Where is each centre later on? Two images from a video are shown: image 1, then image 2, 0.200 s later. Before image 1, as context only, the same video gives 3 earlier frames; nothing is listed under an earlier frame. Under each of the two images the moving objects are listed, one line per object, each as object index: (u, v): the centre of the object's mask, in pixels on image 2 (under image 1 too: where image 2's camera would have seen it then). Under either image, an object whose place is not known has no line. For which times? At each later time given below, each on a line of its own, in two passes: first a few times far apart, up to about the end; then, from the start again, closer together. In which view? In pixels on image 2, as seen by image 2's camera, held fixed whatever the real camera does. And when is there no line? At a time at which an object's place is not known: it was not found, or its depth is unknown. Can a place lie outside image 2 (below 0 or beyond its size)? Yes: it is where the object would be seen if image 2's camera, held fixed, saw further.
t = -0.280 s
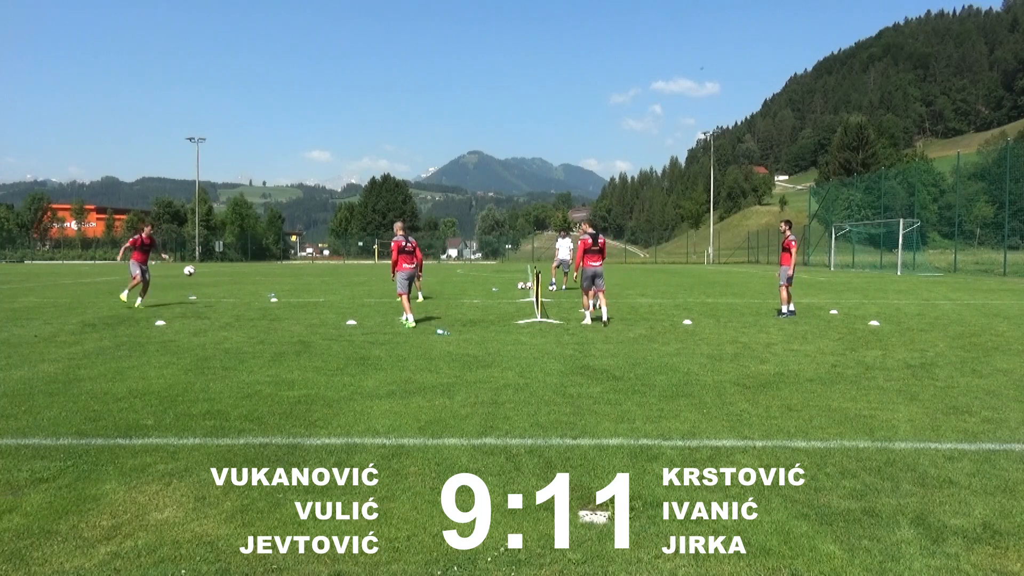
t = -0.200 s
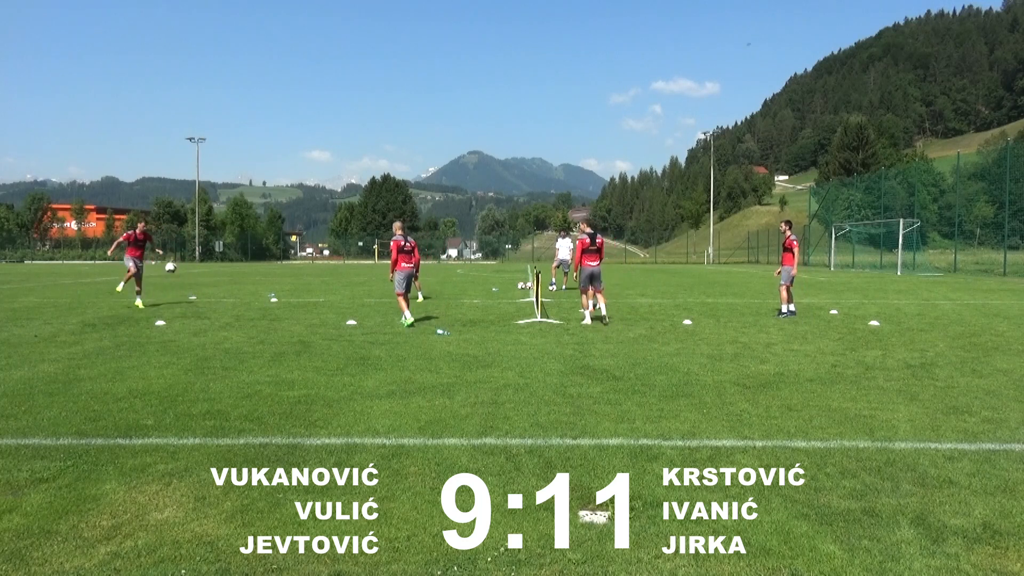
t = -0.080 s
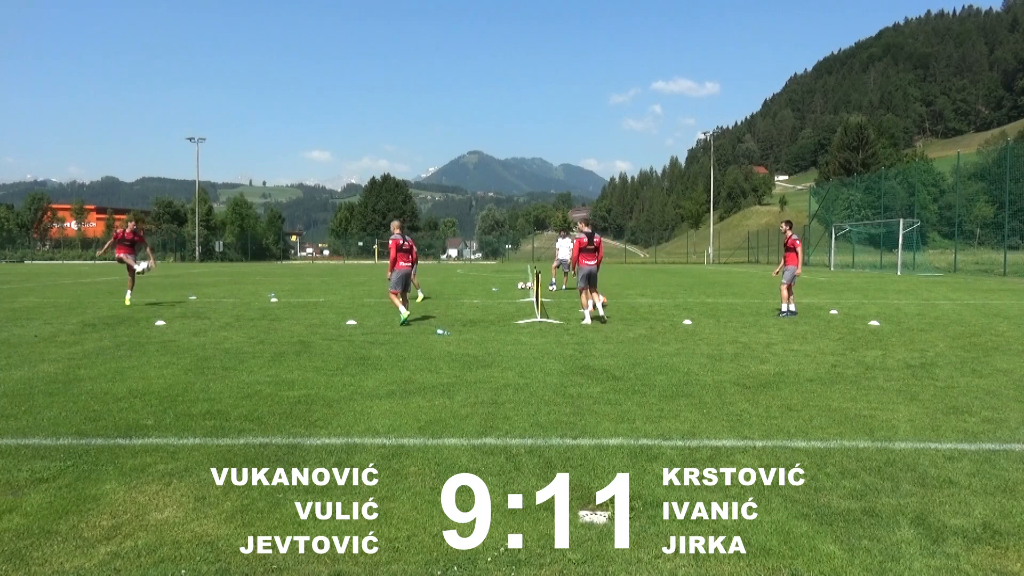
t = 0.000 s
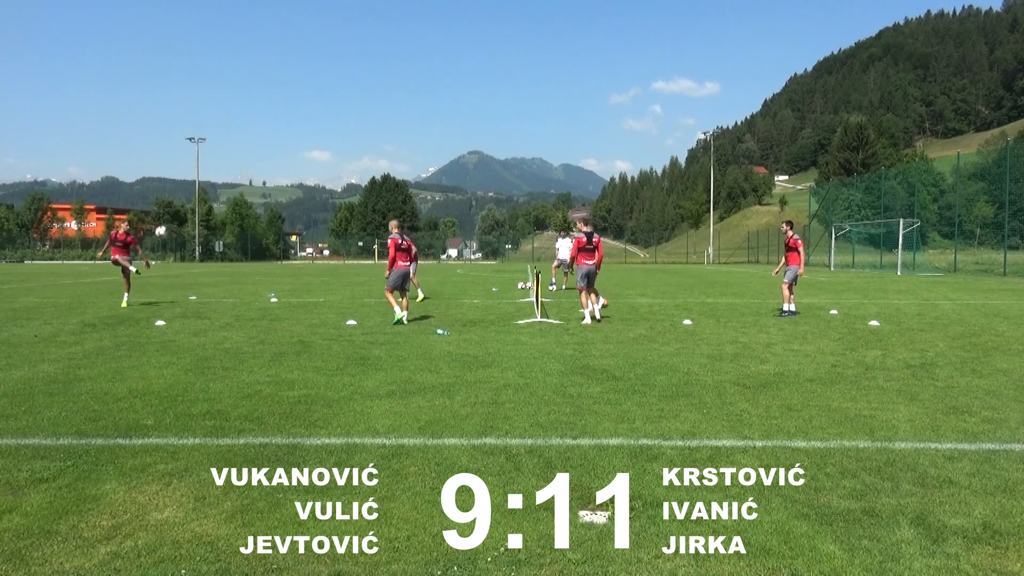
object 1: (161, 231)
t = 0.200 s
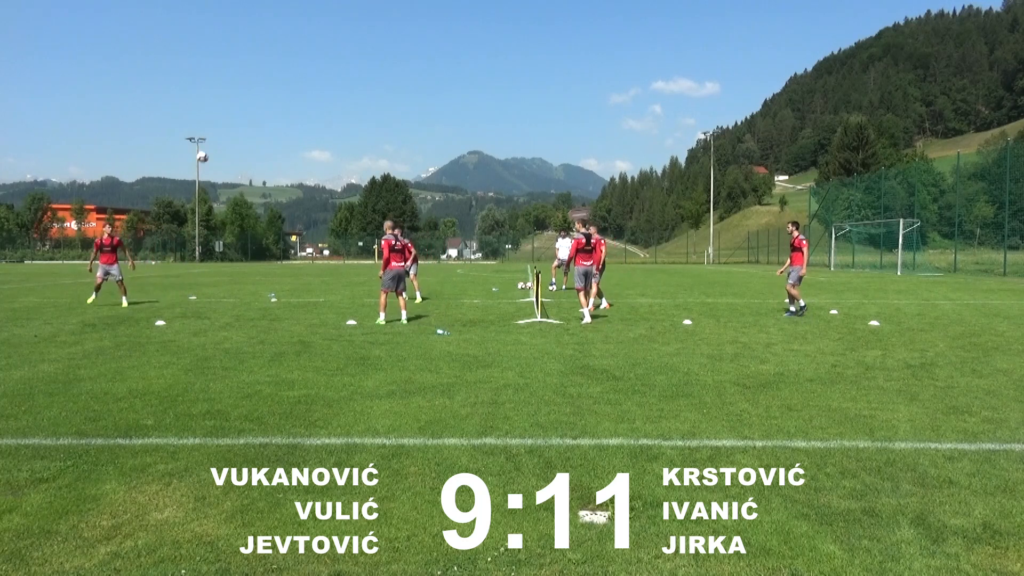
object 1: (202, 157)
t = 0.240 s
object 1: (211, 144)
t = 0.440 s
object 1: (253, 92)
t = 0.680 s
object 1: (302, 56)
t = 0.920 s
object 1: (352, 46)
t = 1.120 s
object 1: (394, 60)
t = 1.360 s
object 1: (443, 102)
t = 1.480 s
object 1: (467, 133)
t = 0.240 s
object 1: (211, 144)
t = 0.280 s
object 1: (219, 132)
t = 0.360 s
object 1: (236, 110)
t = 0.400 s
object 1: (244, 101)
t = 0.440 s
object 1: (253, 92)
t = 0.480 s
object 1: (261, 84)
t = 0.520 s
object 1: (269, 77)
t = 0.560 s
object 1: (278, 71)
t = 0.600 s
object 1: (286, 65)
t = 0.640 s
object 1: (294, 60)
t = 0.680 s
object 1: (302, 56)
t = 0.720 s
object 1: (311, 52)
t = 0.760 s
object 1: (319, 49)
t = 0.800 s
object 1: (327, 48)
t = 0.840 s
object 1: (336, 46)
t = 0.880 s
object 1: (344, 46)
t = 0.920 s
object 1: (352, 46)
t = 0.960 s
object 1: (361, 47)
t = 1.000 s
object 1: (369, 49)
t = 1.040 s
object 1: (377, 52)
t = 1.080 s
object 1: (385, 56)
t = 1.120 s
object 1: (394, 60)
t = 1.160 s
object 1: (402, 65)
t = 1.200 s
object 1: (410, 71)
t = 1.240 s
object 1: (419, 78)
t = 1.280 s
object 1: (427, 85)
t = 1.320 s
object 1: (435, 94)
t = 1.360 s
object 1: (443, 102)
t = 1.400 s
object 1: (451, 112)
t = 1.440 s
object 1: (459, 122)
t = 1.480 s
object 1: (467, 133)
